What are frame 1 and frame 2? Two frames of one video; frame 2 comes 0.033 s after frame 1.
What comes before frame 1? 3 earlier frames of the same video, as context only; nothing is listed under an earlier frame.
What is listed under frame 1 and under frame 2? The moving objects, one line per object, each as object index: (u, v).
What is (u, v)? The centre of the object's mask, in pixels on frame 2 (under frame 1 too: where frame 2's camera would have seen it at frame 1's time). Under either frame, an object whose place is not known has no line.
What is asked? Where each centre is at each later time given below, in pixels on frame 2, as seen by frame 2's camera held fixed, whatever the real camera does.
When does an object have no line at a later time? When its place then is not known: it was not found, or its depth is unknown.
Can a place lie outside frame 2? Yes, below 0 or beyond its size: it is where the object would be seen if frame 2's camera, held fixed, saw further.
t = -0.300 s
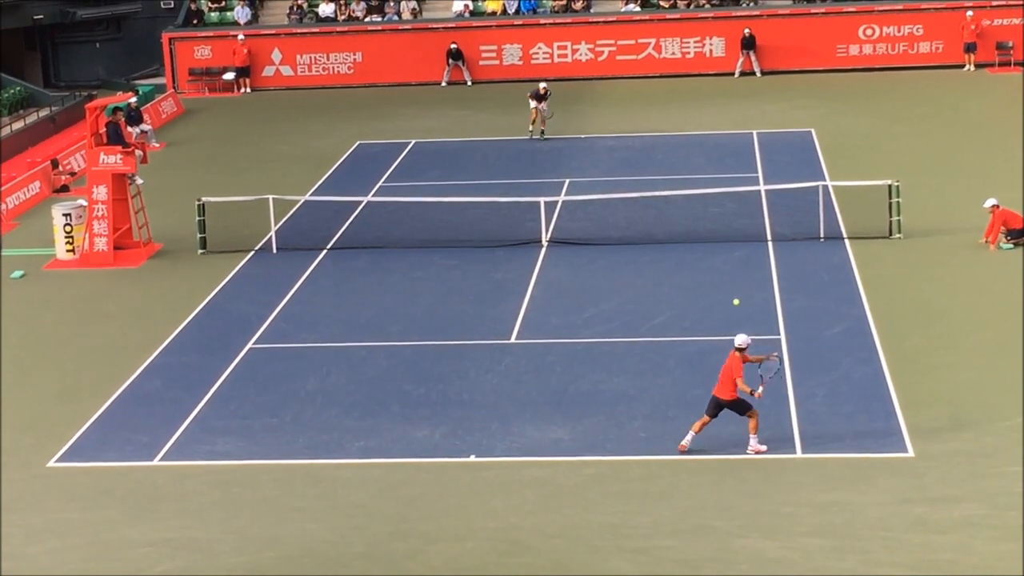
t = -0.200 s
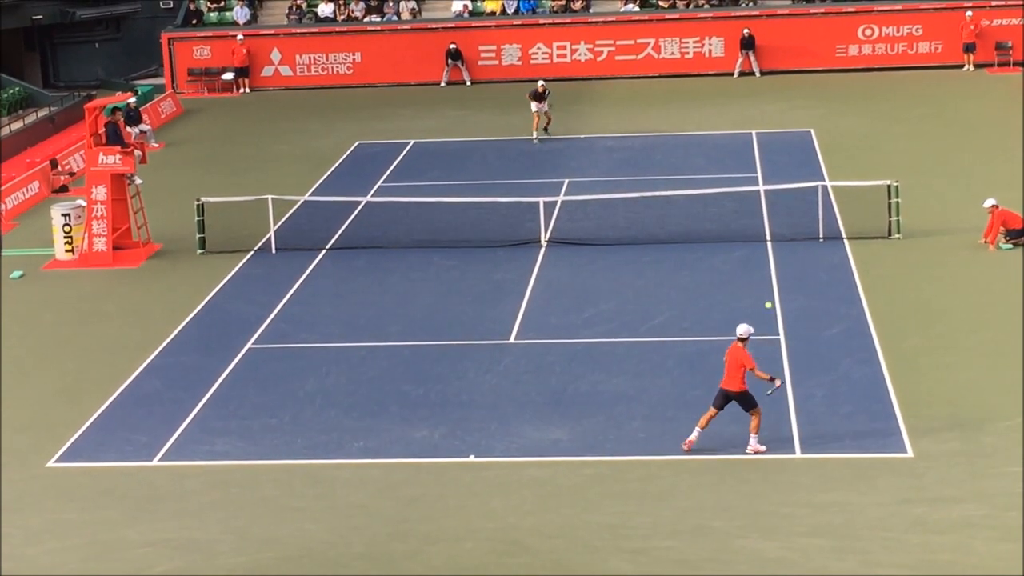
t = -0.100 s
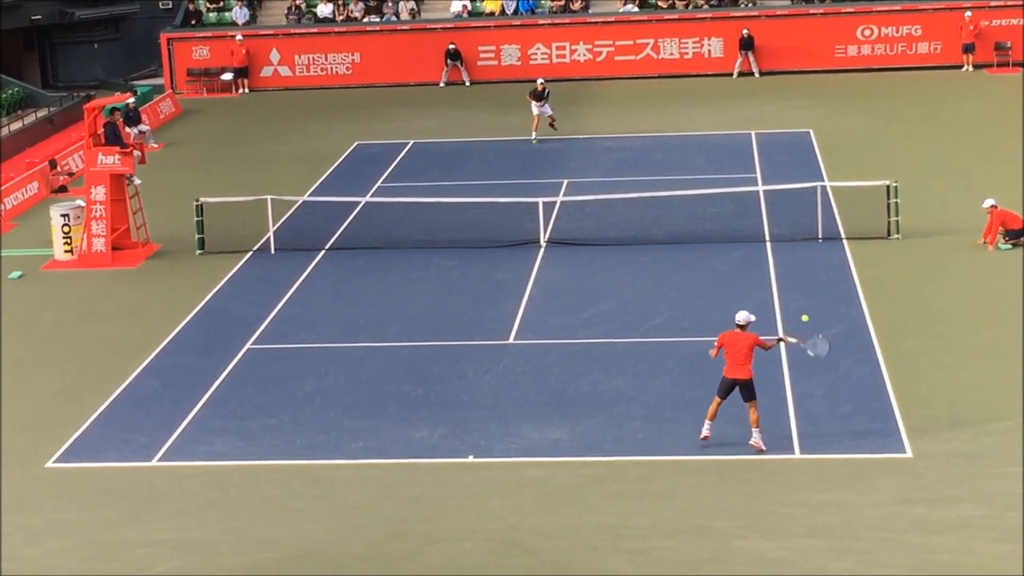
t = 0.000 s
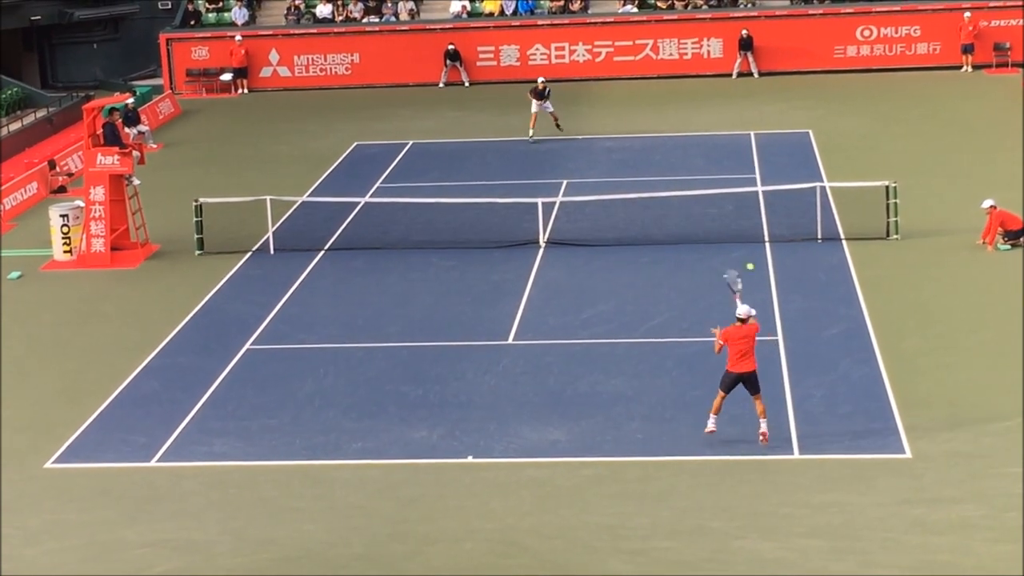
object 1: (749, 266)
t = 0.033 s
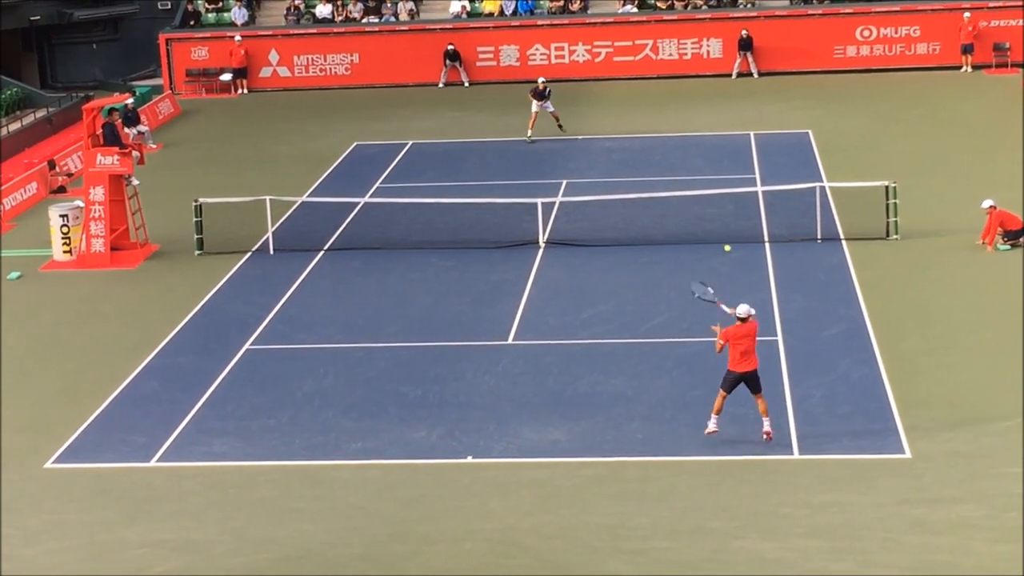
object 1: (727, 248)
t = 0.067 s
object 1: (707, 232)
